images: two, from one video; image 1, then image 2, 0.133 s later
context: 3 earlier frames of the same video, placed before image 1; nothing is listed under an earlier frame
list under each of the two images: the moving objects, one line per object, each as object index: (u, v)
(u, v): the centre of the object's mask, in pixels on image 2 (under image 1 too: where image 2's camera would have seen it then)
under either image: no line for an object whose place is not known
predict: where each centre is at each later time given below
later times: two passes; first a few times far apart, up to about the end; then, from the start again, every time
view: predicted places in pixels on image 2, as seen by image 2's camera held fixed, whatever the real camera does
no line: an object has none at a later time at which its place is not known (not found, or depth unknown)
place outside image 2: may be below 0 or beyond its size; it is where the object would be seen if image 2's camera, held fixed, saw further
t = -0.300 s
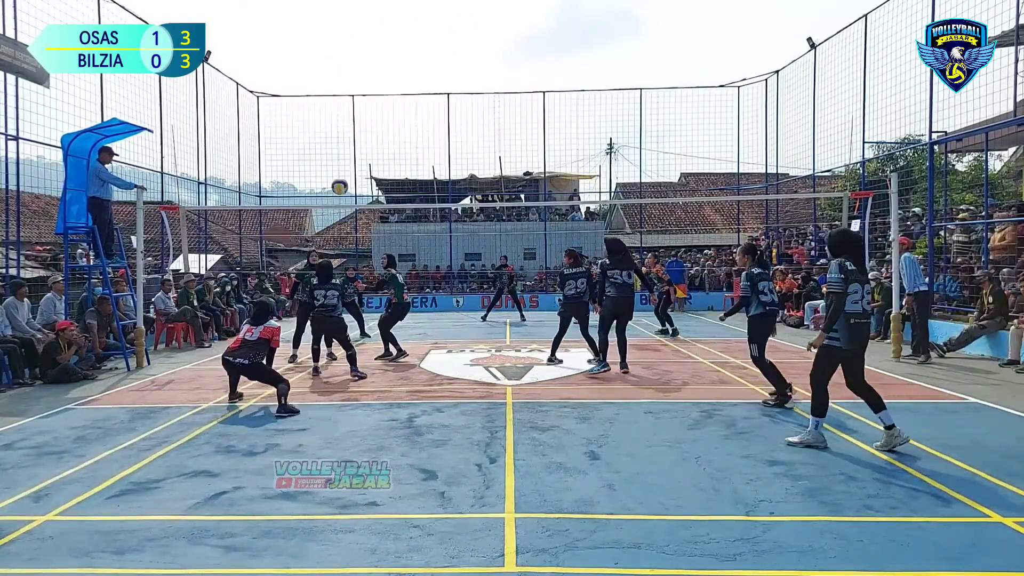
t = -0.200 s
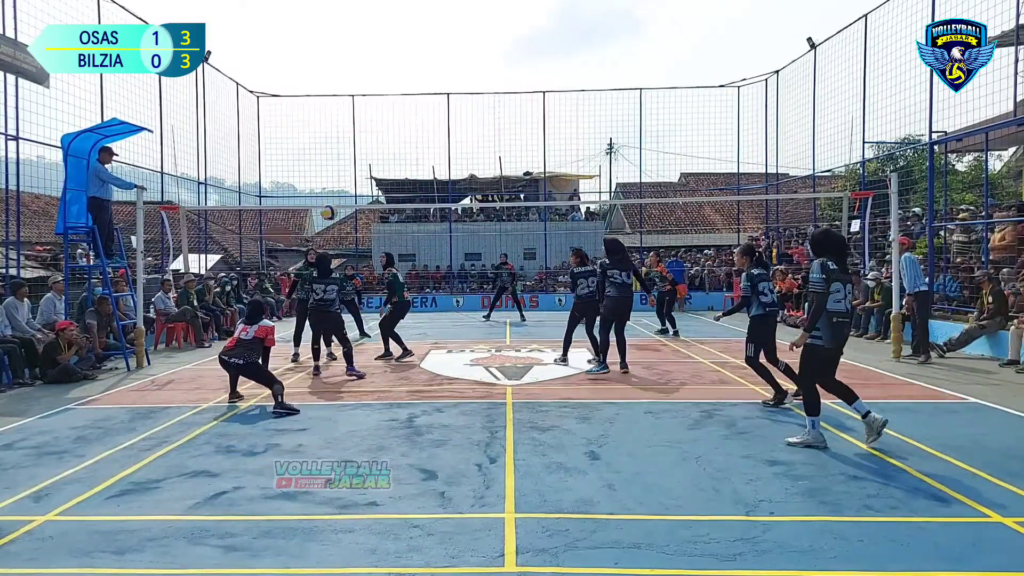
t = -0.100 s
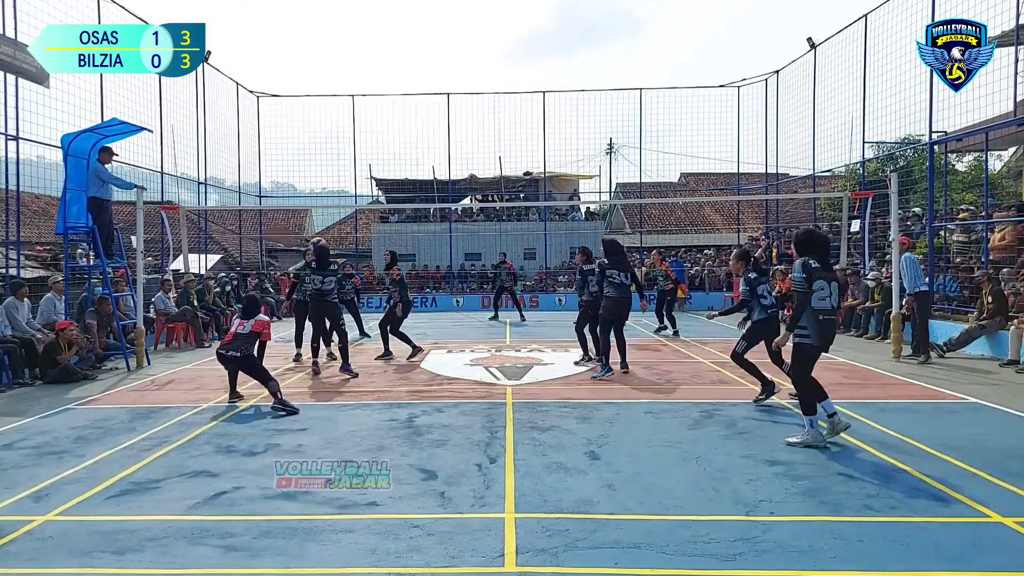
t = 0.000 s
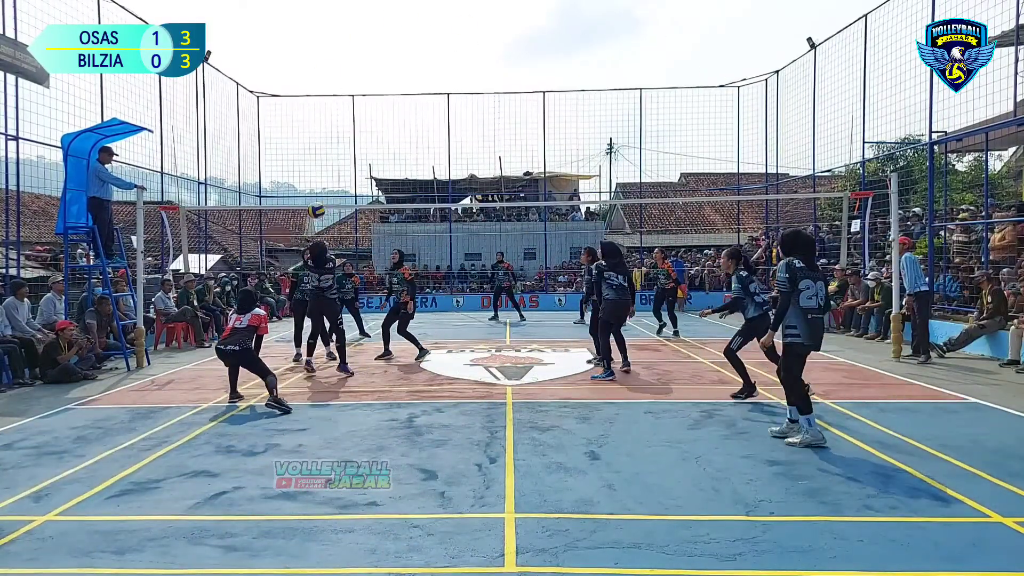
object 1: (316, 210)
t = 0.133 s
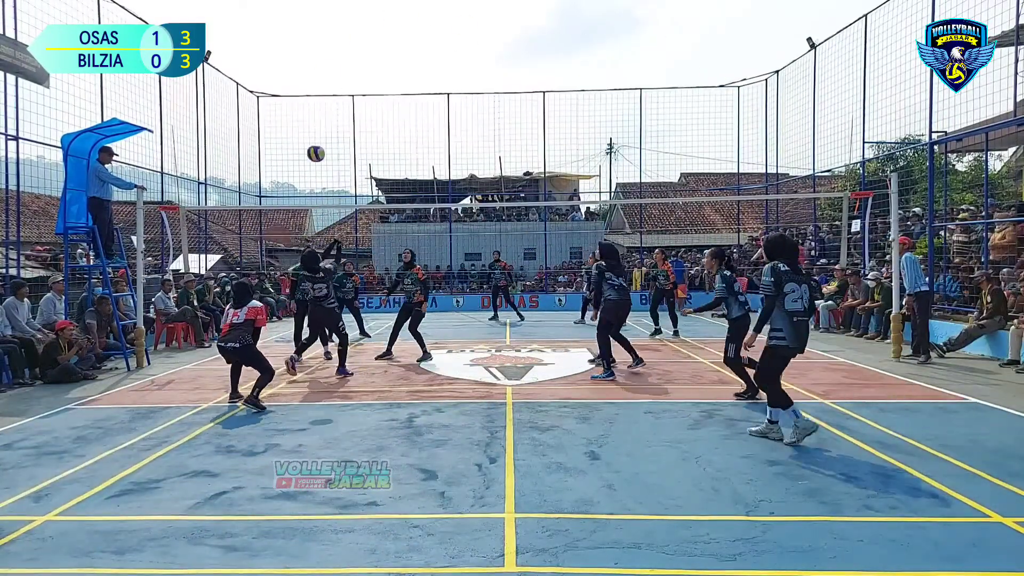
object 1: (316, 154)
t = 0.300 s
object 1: (316, 99)
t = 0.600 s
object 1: (317, 55)
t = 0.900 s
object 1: (321, 90)
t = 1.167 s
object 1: (327, 202)
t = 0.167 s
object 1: (316, 141)
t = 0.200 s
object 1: (316, 129)
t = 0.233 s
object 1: (316, 118)
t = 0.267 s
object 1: (316, 108)
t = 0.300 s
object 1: (316, 99)
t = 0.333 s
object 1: (316, 91)
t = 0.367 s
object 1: (316, 83)
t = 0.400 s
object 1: (316, 76)
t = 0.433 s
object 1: (316, 70)
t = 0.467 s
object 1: (316, 65)
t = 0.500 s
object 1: (316, 61)
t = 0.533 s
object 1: (316, 58)
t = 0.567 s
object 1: (317, 56)
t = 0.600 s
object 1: (317, 55)
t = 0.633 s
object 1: (317, 55)
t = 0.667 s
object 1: (318, 55)
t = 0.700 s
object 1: (318, 57)
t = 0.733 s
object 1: (318, 60)
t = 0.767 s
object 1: (319, 64)
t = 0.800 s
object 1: (319, 69)
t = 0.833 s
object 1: (320, 75)
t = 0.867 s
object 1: (321, 82)
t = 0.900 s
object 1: (321, 90)
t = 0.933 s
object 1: (322, 100)
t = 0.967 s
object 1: (322, 111)
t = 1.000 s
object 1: (323, 123)
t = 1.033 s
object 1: (324, 136)
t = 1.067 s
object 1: (325, 151)
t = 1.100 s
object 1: (326, 166)
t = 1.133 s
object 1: (327, 183)
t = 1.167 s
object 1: (327, 202)
